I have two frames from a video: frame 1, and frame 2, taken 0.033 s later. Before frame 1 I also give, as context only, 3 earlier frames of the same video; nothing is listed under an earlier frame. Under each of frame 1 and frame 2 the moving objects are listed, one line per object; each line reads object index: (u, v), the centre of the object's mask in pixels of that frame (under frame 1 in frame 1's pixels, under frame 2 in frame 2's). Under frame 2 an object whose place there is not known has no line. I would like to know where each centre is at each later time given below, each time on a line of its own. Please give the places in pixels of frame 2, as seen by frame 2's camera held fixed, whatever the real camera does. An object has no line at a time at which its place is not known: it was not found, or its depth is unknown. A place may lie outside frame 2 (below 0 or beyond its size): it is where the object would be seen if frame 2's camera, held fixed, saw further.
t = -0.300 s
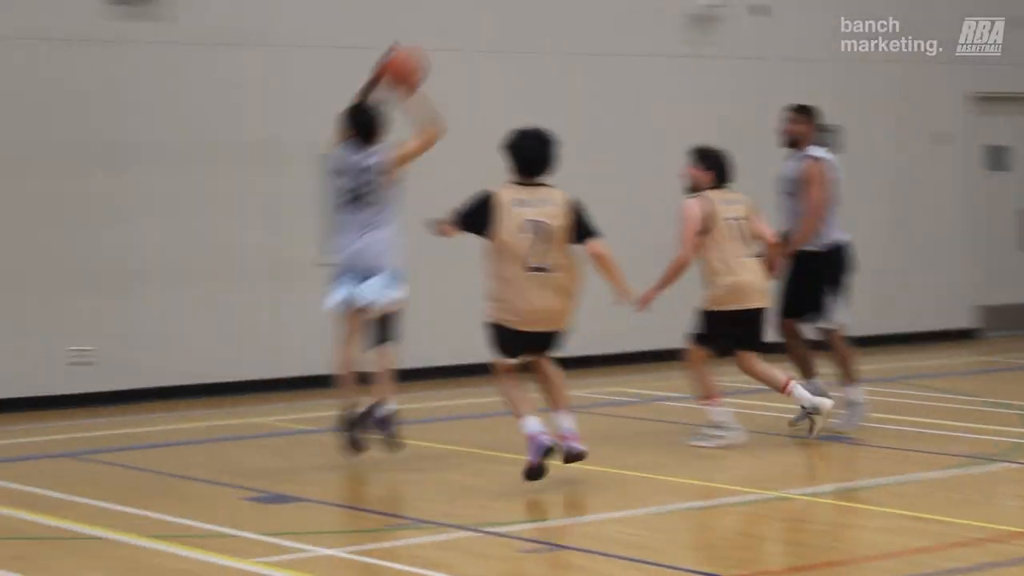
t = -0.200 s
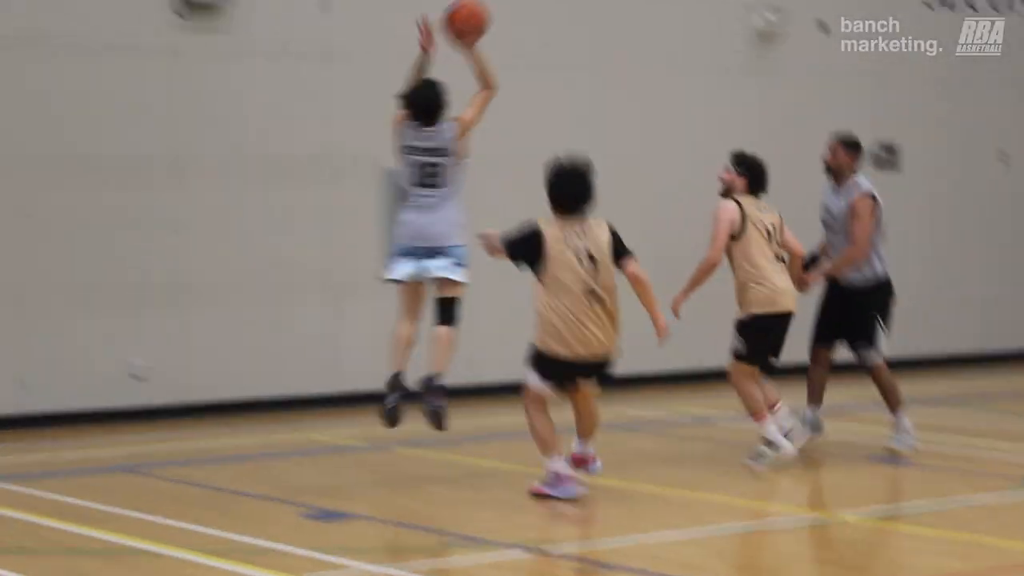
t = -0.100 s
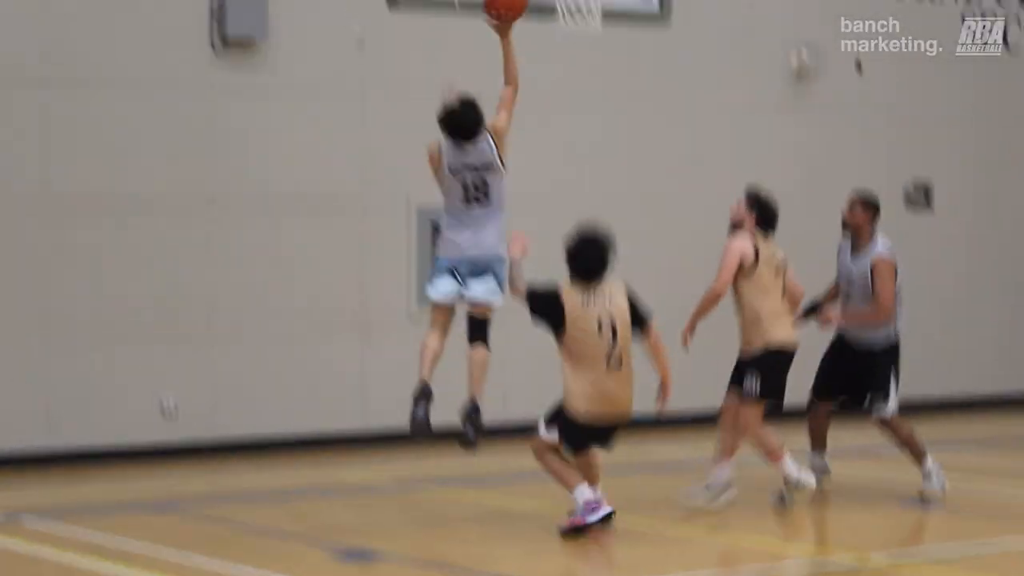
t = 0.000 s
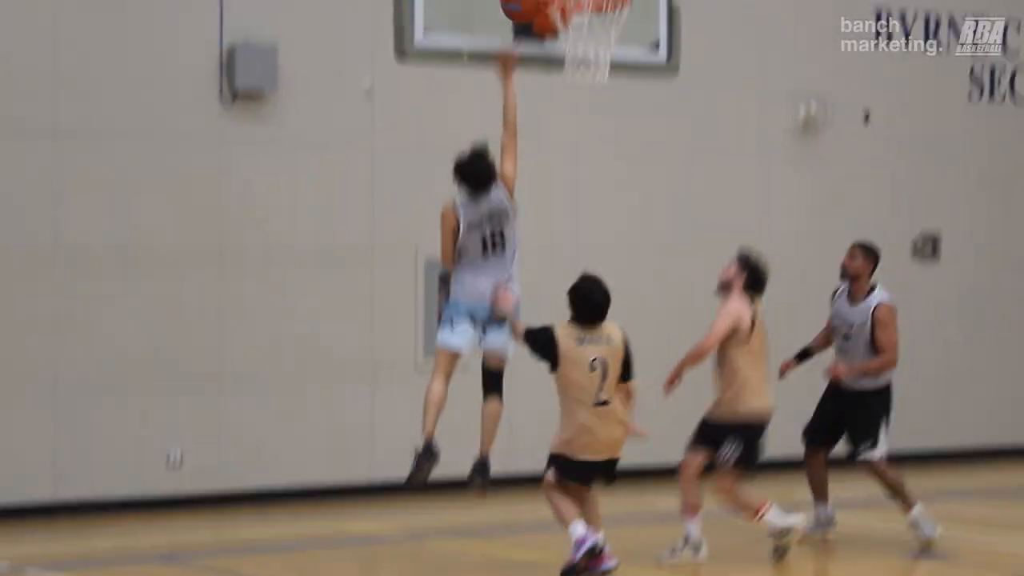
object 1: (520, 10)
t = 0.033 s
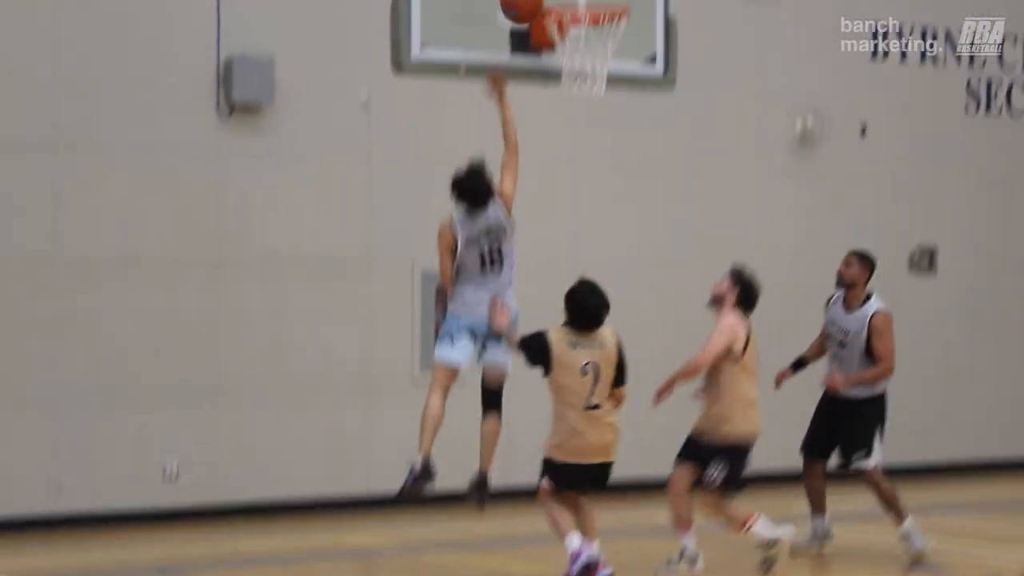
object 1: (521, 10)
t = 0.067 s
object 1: (521, -3)
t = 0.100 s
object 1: (520, -16)
